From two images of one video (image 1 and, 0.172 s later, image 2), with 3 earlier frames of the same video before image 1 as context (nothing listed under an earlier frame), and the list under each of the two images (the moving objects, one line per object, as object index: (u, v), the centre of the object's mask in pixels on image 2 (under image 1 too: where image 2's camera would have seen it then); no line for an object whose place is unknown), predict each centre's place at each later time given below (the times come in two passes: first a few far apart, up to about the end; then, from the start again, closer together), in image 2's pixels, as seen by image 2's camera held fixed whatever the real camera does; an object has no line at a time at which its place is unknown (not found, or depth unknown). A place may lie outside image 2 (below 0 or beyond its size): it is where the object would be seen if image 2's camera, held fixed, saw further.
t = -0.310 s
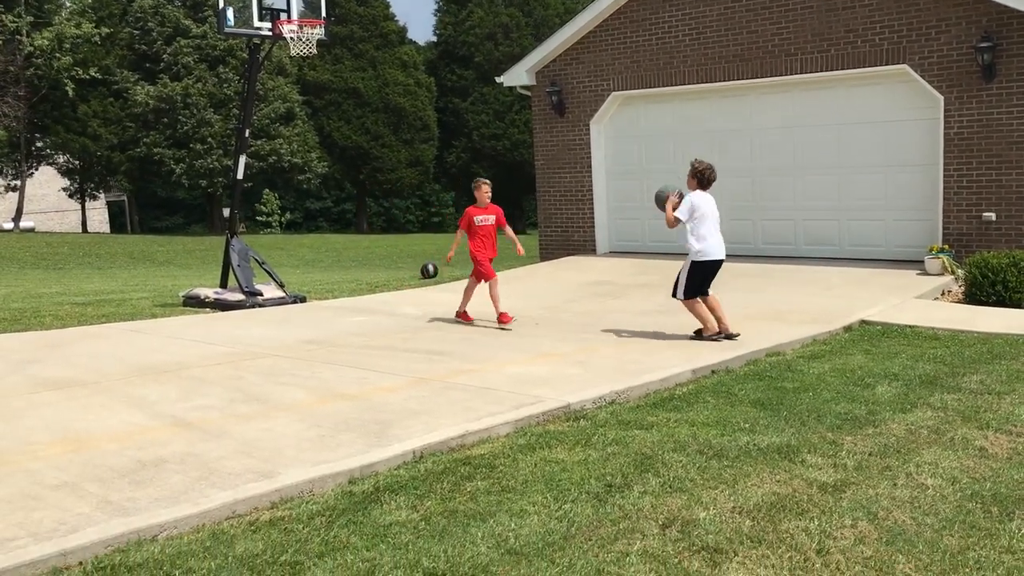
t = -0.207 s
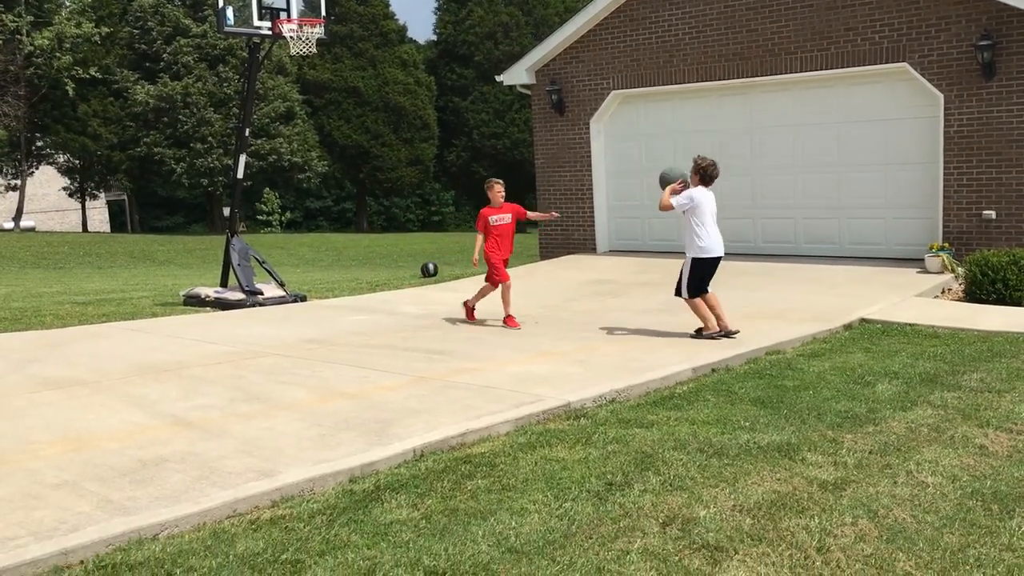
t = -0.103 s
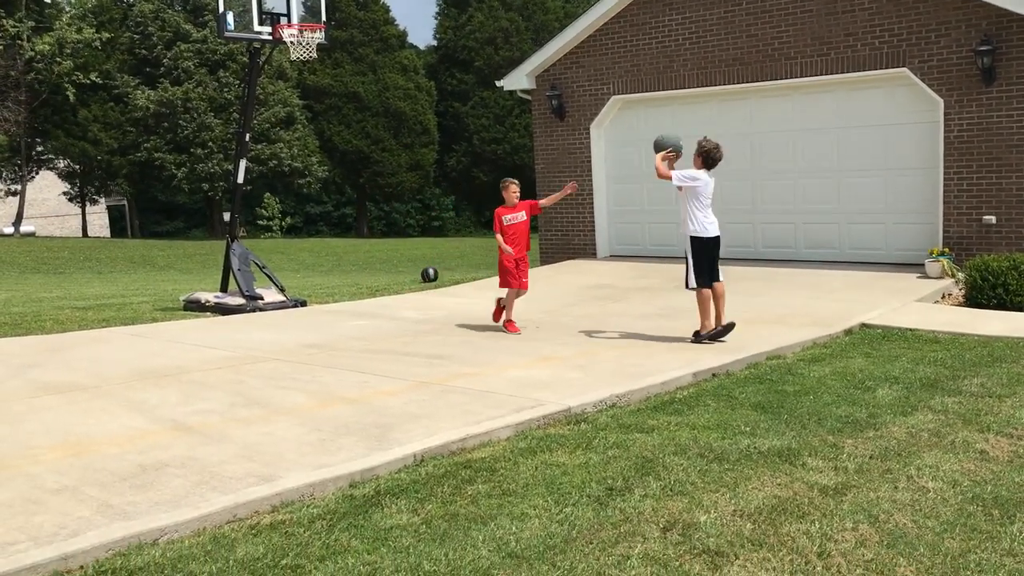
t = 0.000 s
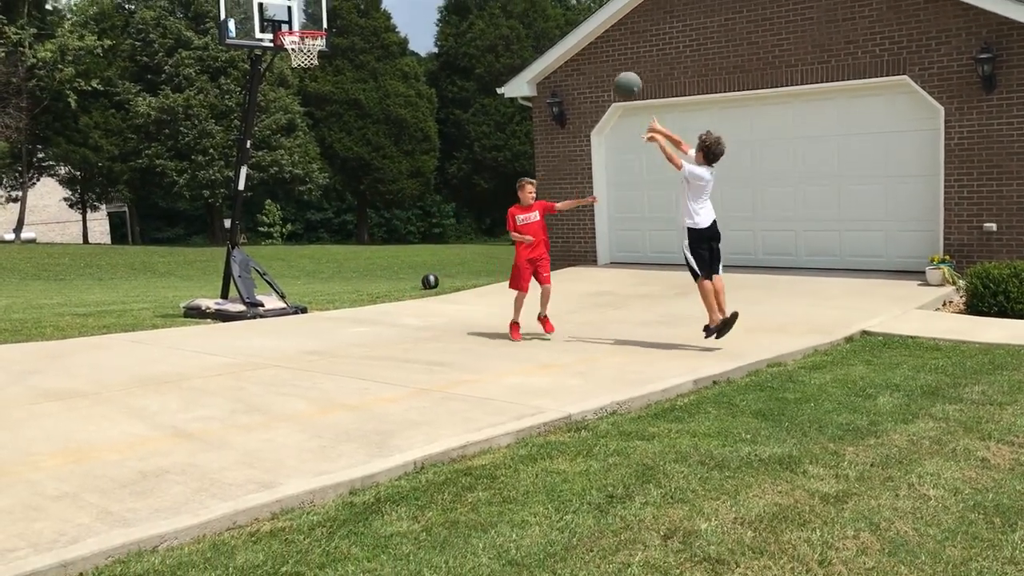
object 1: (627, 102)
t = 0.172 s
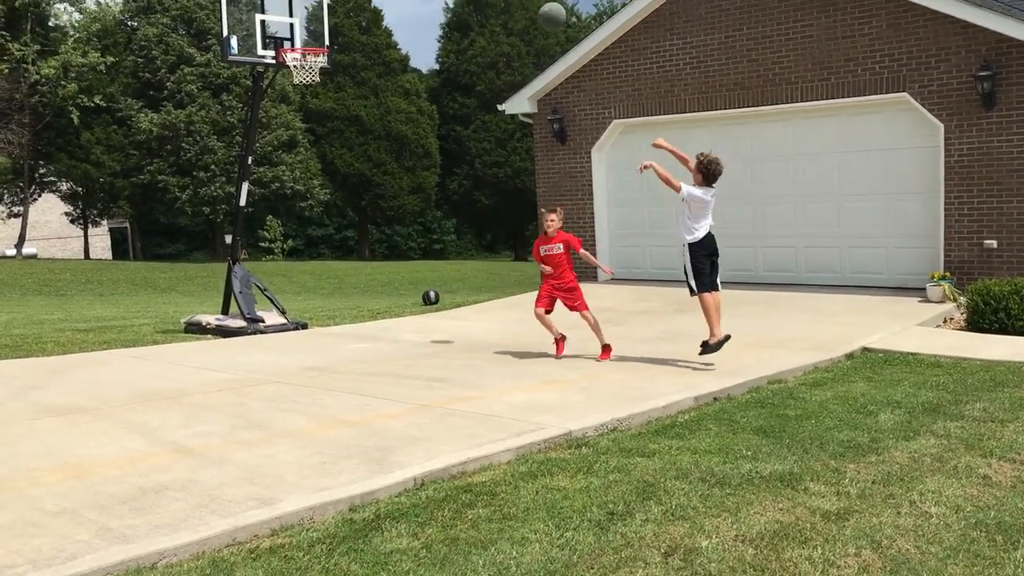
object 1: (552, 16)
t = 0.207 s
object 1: (538, 5)
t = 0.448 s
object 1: (443, -49)
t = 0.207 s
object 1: (538, 5)
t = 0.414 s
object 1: (455, -45)
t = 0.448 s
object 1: (443, -49)
